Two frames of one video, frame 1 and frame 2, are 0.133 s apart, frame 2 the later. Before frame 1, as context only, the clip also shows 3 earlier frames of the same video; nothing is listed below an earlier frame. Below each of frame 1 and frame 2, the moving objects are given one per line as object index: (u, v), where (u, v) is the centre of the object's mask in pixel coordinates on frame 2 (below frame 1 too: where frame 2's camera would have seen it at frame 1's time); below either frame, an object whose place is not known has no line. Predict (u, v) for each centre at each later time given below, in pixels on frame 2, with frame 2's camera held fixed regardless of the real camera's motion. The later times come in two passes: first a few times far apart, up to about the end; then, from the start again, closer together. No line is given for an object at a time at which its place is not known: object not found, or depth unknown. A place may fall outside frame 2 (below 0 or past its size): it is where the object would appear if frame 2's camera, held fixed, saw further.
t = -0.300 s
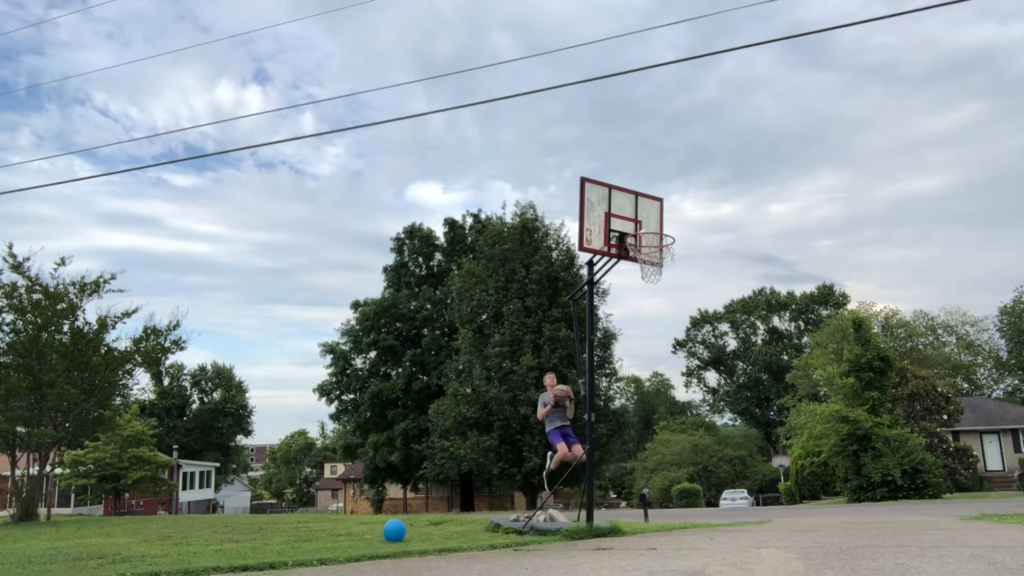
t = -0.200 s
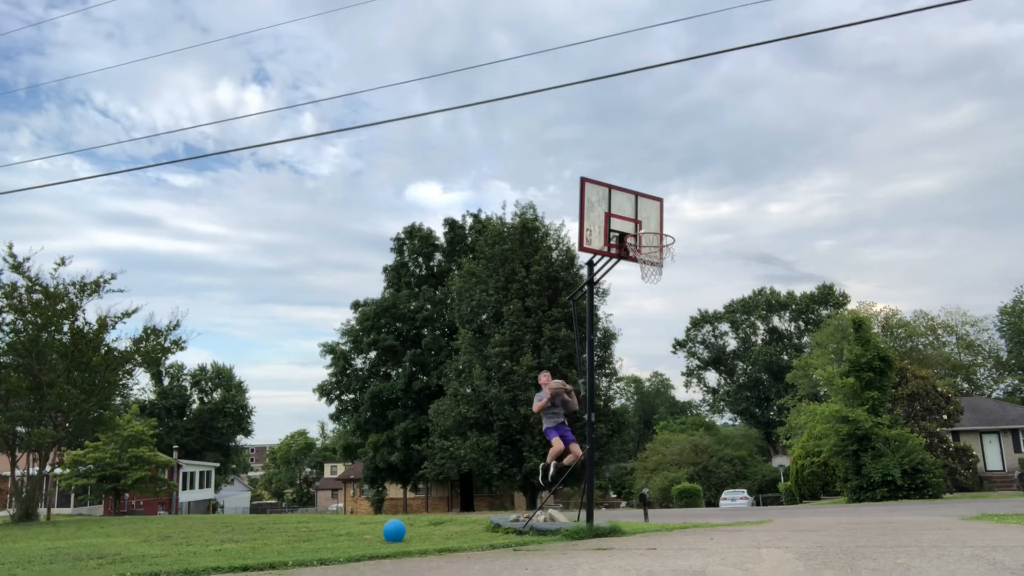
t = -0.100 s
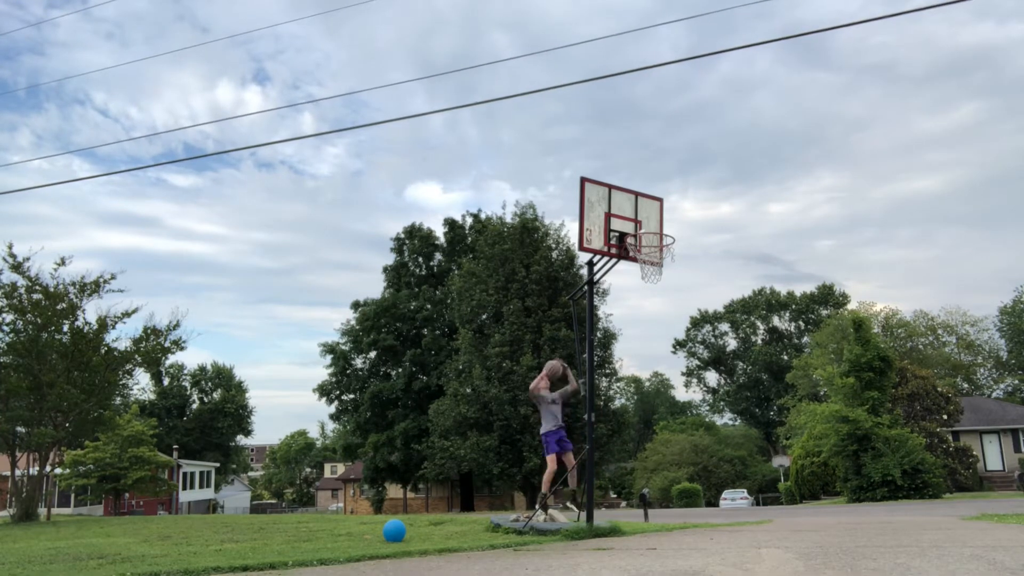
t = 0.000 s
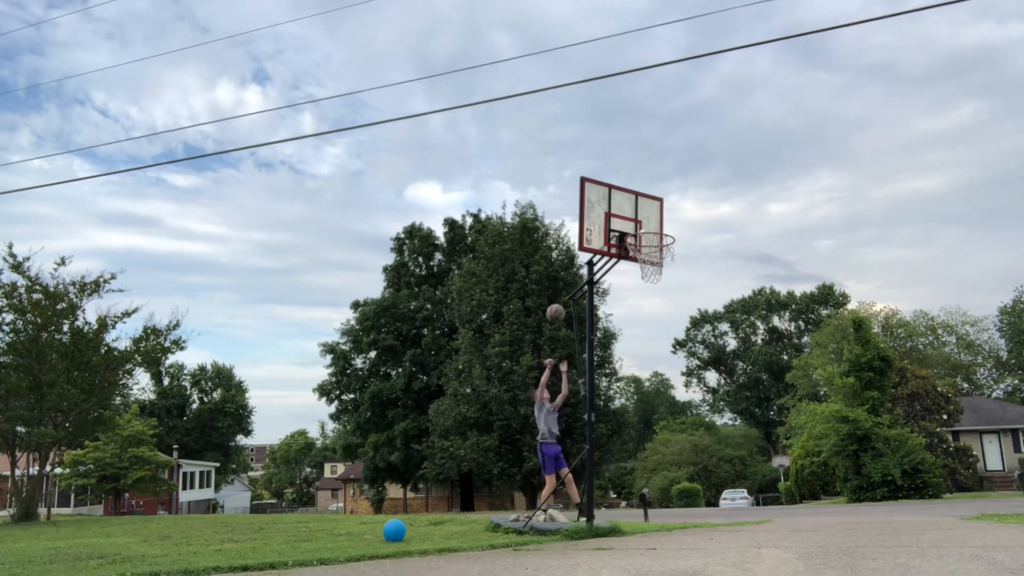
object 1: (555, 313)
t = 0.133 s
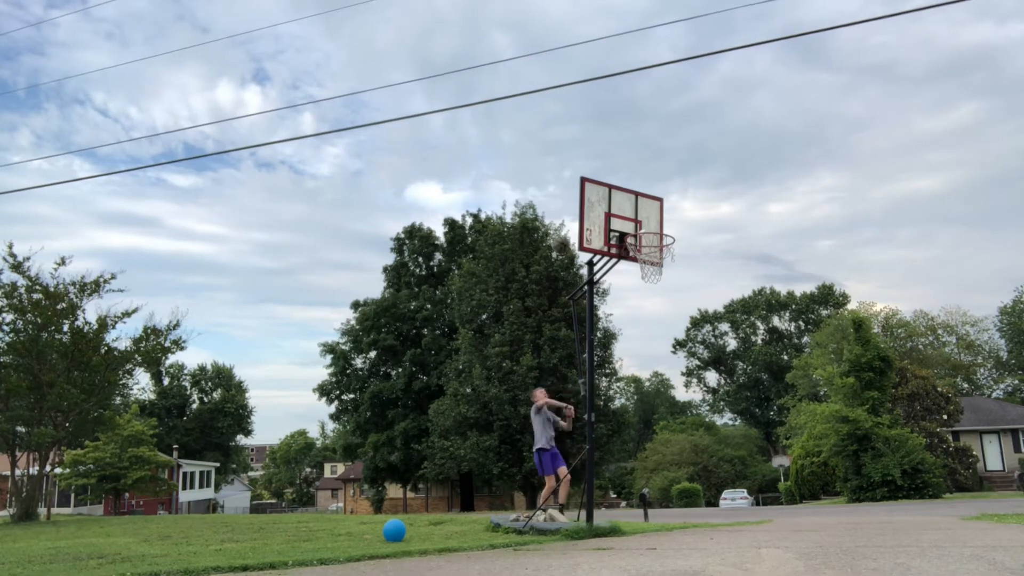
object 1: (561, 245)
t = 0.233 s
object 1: (565, 200)
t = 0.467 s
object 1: (577, 126)
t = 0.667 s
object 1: (590, 92)
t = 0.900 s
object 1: (608, 89)
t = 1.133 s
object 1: (630, 132)
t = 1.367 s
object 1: (658, 228)
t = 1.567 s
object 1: (637, 301)
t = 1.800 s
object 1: (607, 432)
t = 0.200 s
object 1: (564, 214)
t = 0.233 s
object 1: (565, 200)
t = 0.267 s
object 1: (566, 188)
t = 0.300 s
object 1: (568, 176)
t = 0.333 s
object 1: (570, 164)
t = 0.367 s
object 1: (571, 153)
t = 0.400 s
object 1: (573, 144)
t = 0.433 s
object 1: (575, 135)
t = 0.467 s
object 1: (577, 126)
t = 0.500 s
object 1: (579, 118)
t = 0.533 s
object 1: (581, 112)
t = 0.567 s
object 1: (583, 106)
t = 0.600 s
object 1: (585, 100)
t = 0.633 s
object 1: (587, 96)
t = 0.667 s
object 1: (590, 92)
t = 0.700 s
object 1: (592, 89)
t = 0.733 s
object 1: (595, 87)
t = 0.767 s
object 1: (597, 86)
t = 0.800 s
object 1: (600, 86)
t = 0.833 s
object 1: (602, 86)
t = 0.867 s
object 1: (605, 87)
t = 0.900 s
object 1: (608, 89)
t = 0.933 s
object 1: (611, 92)
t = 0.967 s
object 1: (614, 96)
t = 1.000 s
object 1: (617, 101)
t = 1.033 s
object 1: (620, 108)
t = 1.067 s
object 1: (623, 115)
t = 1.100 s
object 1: (627, 123)
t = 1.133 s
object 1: (630, 132)
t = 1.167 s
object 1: (634, 142)
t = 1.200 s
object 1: (638, 153)
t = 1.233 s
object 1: (642, 166)
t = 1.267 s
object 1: (645, 179)
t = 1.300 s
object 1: (650, 194)
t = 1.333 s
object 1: (654, 211)
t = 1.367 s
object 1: (658, 228)
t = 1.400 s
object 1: (660, 244)
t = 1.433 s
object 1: (656, 253)
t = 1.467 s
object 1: (651, 265)
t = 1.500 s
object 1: (646, 276)
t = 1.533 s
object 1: (641, 288)
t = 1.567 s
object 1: (637, 301)
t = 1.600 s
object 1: (632, 315)
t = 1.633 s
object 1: (628, 331)
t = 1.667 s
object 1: (623, 348)
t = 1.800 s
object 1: (607, 432)
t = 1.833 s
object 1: (603, 457)
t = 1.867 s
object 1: (600, 484)
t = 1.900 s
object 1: (596, 512)
